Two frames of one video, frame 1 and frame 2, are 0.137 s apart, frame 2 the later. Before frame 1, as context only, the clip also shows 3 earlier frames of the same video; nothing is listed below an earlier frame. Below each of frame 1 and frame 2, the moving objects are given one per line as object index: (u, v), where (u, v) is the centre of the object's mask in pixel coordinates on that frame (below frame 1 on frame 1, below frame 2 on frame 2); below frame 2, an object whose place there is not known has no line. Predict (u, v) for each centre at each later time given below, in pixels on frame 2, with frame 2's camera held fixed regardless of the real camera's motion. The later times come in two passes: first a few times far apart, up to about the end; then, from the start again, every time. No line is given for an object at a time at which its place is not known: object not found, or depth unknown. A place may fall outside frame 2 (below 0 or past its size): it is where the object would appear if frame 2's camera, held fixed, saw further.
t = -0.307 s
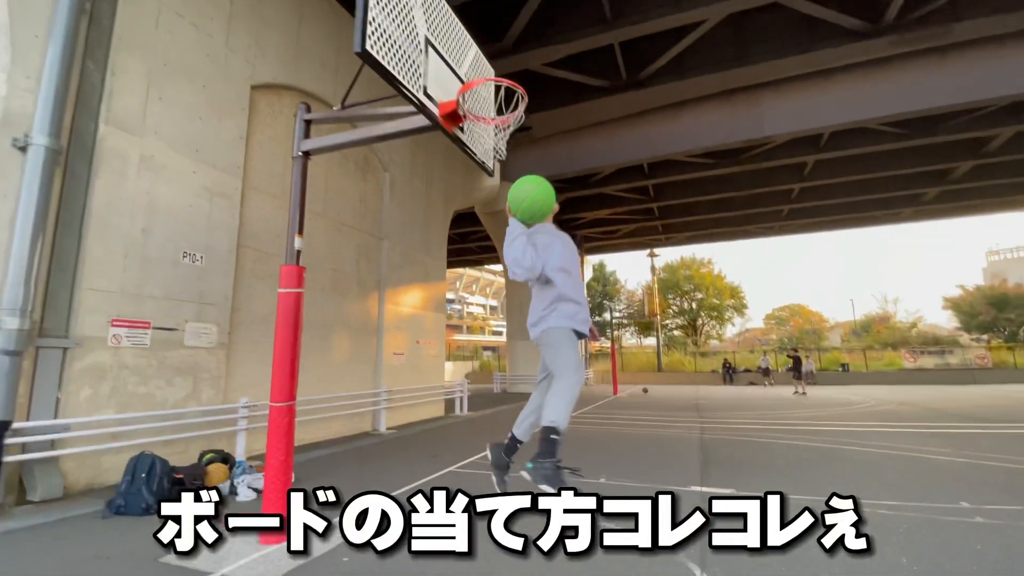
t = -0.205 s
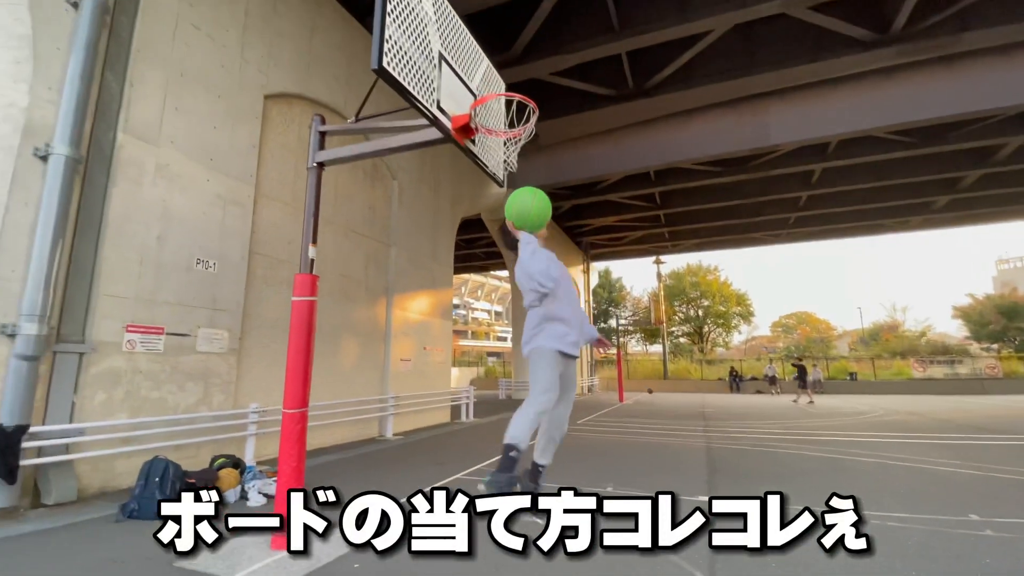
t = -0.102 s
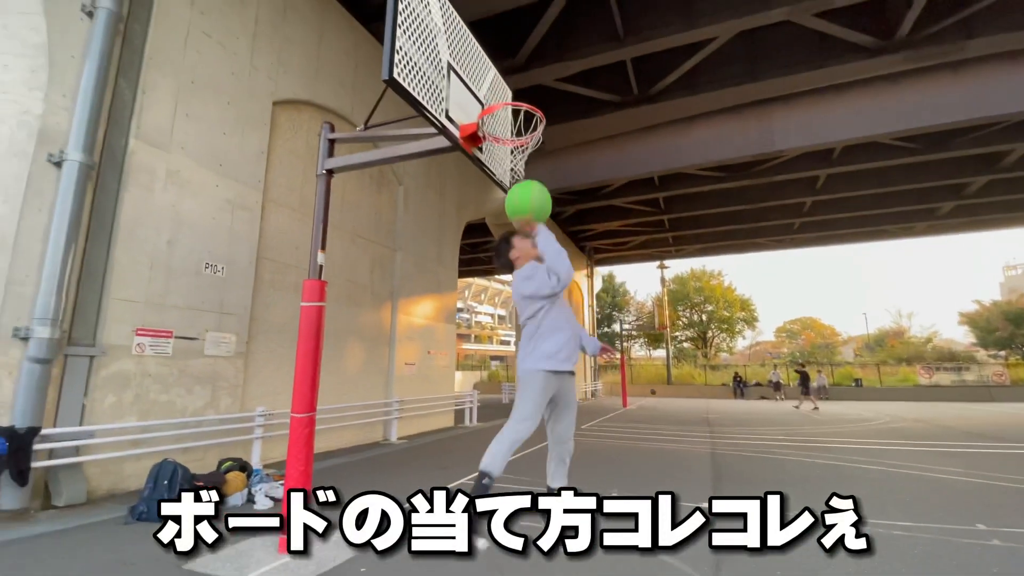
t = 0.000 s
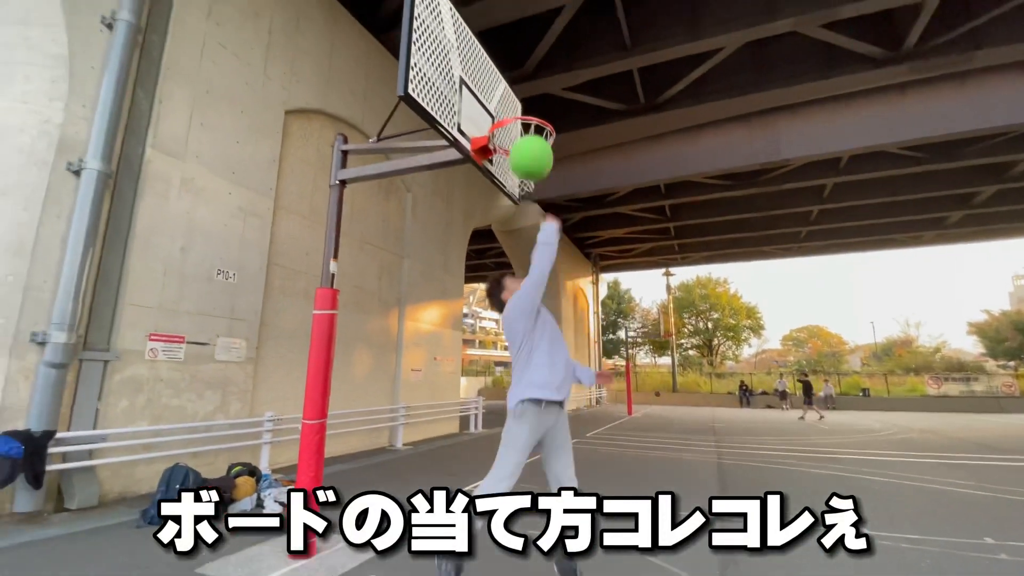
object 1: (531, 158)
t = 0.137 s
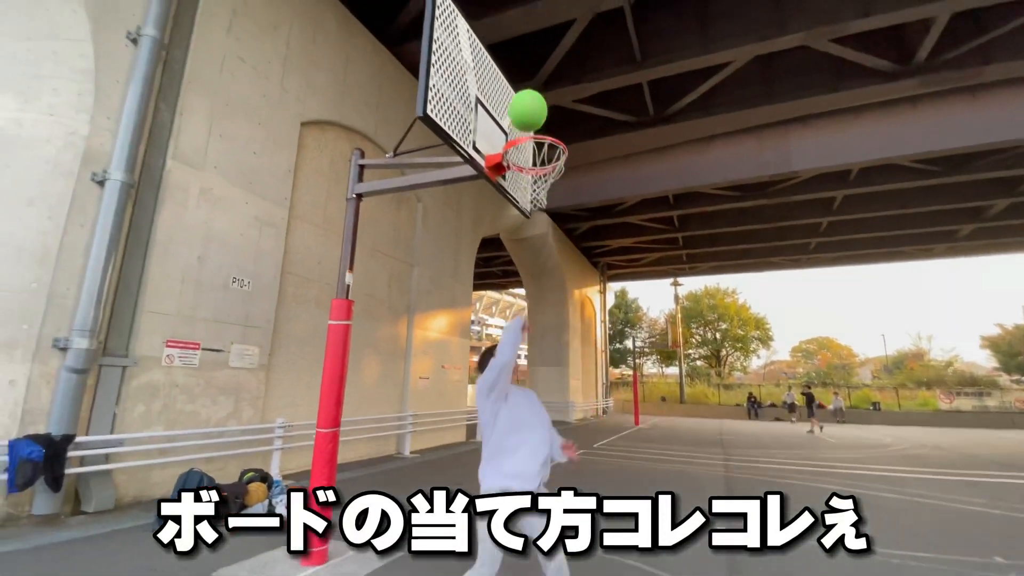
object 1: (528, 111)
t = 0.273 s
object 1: (513, 78)
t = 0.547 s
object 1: (486, 86)
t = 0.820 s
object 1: (539, 162)
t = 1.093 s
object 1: (531, 176)
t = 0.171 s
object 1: (524, 100)
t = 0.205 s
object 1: (520, 91)
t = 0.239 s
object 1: (516, 84)
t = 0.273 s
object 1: (513, 78)
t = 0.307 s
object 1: (509, 74)
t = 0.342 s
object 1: (506, 72)
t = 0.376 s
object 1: (503, 71)
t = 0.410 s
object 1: (499, 72)
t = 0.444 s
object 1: (496, 73)
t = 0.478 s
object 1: (492, 77)
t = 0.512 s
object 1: (489, 81)
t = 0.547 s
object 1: (486, 86)
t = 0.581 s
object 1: (489, 93)
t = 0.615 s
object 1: (497, 102)
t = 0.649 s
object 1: (504, 109)
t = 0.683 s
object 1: (511, 119)
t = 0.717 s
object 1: (518, 128)
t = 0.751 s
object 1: (526, 142)
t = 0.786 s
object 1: (532, 157)
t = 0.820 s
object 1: (539, 162)
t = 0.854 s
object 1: (546, 165)
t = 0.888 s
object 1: (552, 166)
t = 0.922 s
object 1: (552, 166)
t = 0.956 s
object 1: (549, 166)
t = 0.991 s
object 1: (545, 169)
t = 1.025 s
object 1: (541, 169)
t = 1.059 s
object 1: (537, 171)
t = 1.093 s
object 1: (531, 176)
